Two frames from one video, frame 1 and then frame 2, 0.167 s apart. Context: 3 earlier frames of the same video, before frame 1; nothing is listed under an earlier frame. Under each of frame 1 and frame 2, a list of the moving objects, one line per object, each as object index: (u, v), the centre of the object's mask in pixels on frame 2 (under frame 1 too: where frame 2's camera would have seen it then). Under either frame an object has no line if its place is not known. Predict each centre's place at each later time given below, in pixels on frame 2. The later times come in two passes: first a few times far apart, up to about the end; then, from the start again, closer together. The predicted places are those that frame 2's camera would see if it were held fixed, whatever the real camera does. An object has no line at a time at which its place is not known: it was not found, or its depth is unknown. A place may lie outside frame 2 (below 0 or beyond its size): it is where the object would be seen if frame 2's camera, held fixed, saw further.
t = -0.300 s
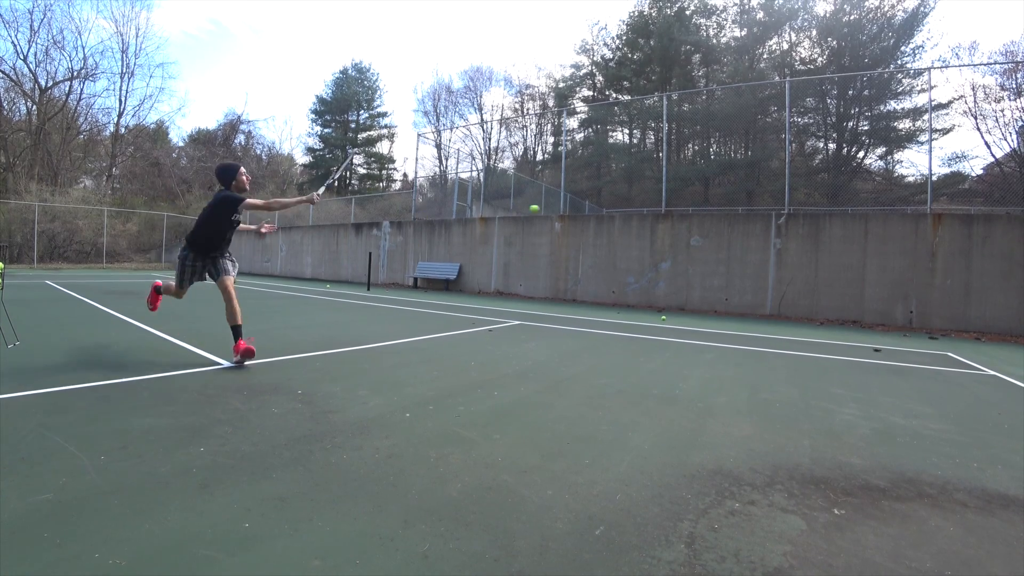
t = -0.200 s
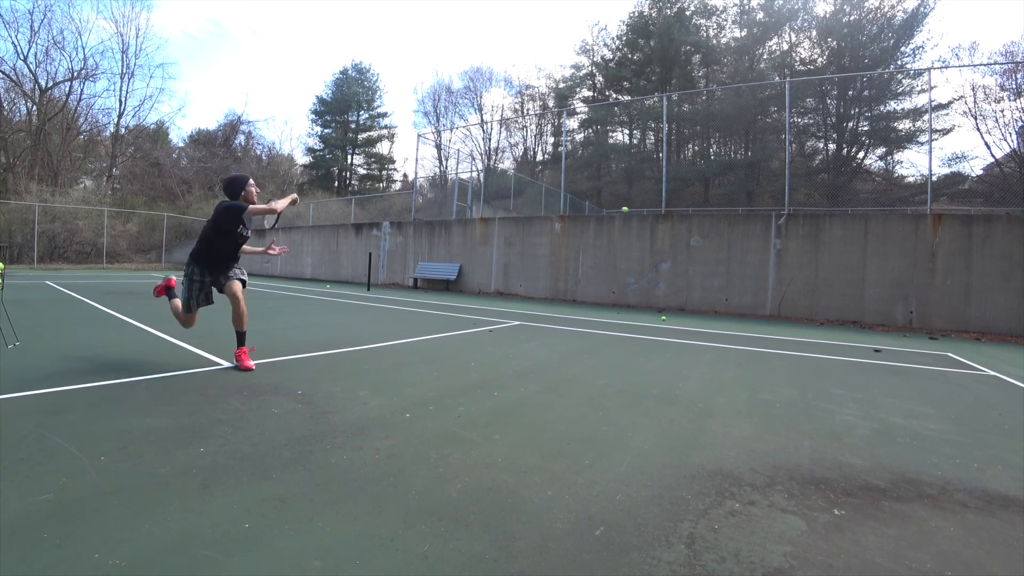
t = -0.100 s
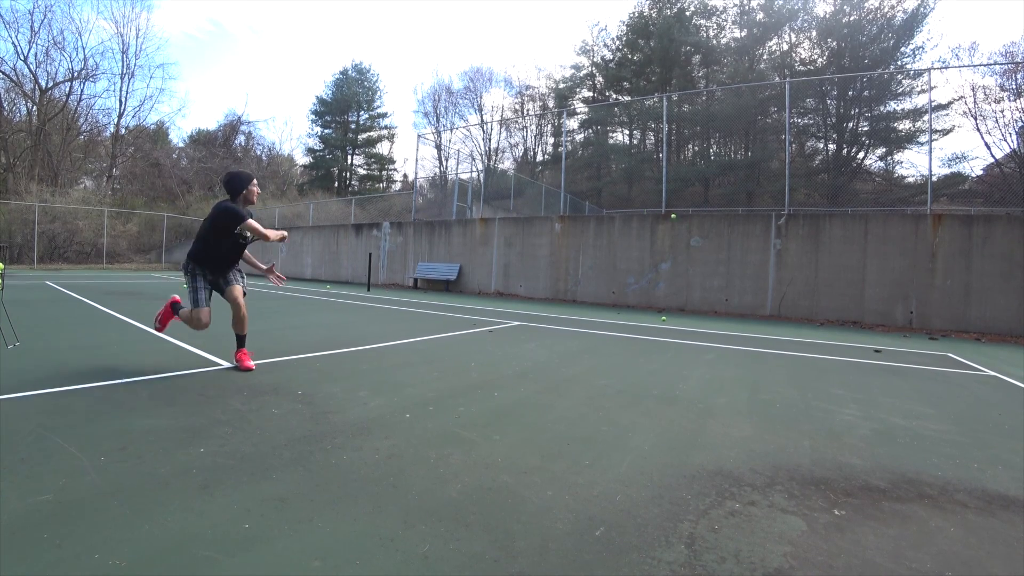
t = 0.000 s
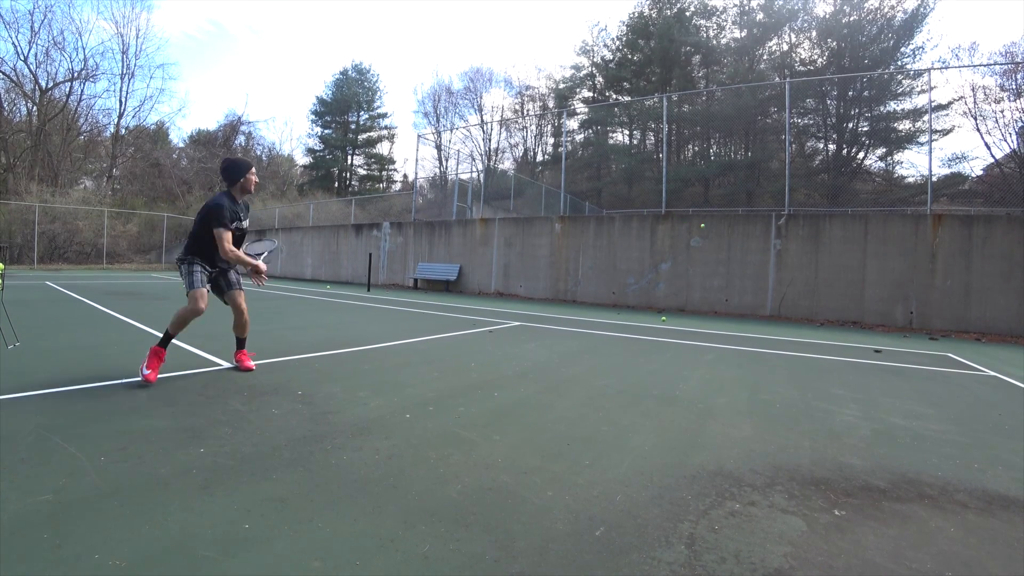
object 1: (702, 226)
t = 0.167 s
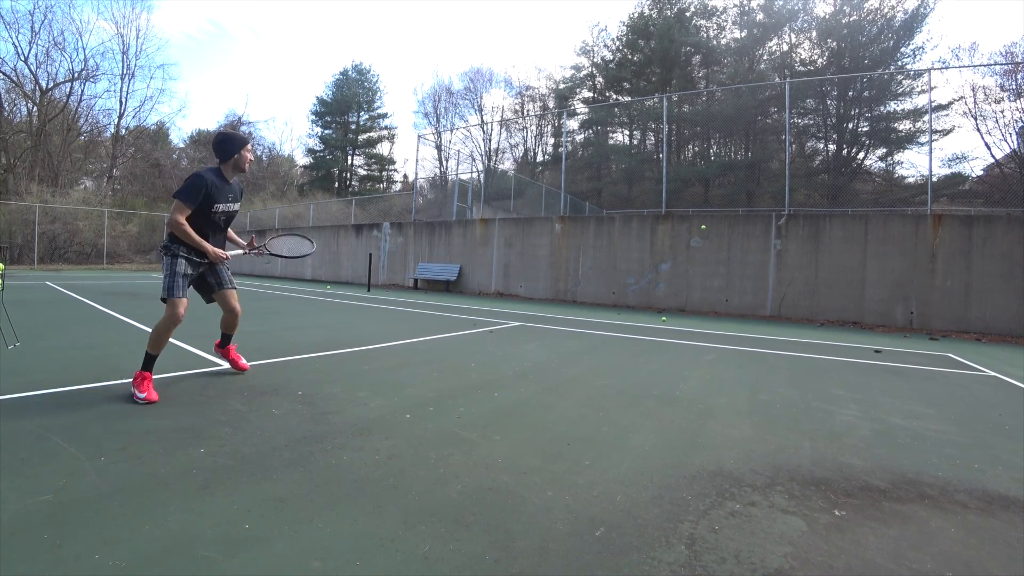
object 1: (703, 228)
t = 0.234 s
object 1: (700, 231)
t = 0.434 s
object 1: (684, 263)
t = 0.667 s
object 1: (649, 336)
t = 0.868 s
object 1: (623, 265)
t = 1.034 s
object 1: (580, 220)
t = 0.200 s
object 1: (701, 228)
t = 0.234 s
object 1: (700, 231)
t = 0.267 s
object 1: (698, 233)
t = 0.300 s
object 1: (696, 236)
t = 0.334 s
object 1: (693, 242)
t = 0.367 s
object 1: (691, 247)
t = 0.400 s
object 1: (688, 254)
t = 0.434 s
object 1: (684, 263)
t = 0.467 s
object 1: (680, 273)
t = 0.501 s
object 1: (675, 286)
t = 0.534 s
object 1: (671, 298)
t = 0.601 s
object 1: (658, 338)
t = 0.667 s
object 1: (649, 336)
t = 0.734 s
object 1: (643, 311)
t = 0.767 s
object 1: (639, 299)
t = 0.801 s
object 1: (634, 287)
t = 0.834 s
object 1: (629, 276)
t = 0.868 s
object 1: (623, 265)
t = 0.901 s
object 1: (617, 254)
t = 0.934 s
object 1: (609, 244)
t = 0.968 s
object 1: (601, 235)
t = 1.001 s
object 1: (591, 227)
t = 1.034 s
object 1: (580, 220)
